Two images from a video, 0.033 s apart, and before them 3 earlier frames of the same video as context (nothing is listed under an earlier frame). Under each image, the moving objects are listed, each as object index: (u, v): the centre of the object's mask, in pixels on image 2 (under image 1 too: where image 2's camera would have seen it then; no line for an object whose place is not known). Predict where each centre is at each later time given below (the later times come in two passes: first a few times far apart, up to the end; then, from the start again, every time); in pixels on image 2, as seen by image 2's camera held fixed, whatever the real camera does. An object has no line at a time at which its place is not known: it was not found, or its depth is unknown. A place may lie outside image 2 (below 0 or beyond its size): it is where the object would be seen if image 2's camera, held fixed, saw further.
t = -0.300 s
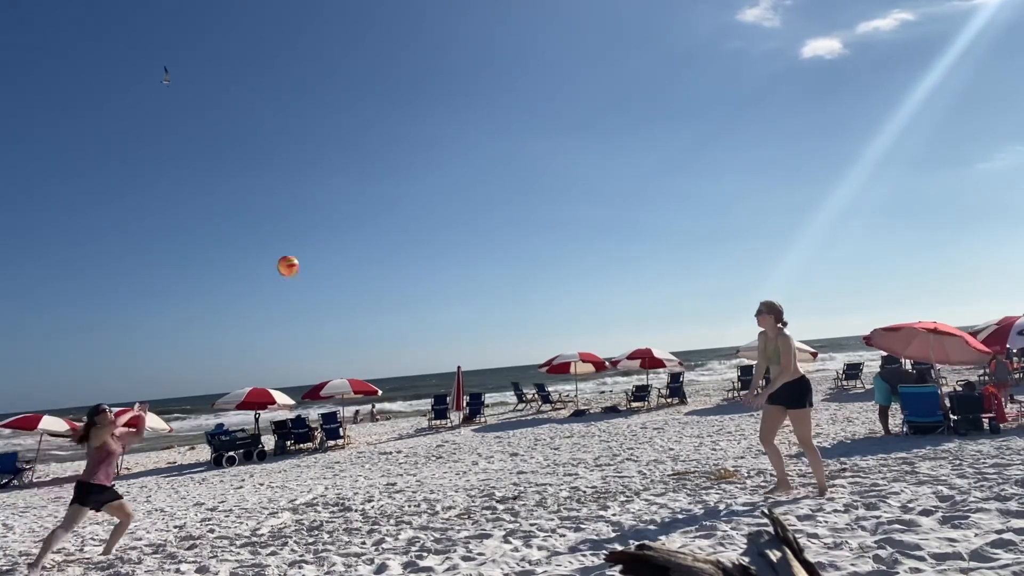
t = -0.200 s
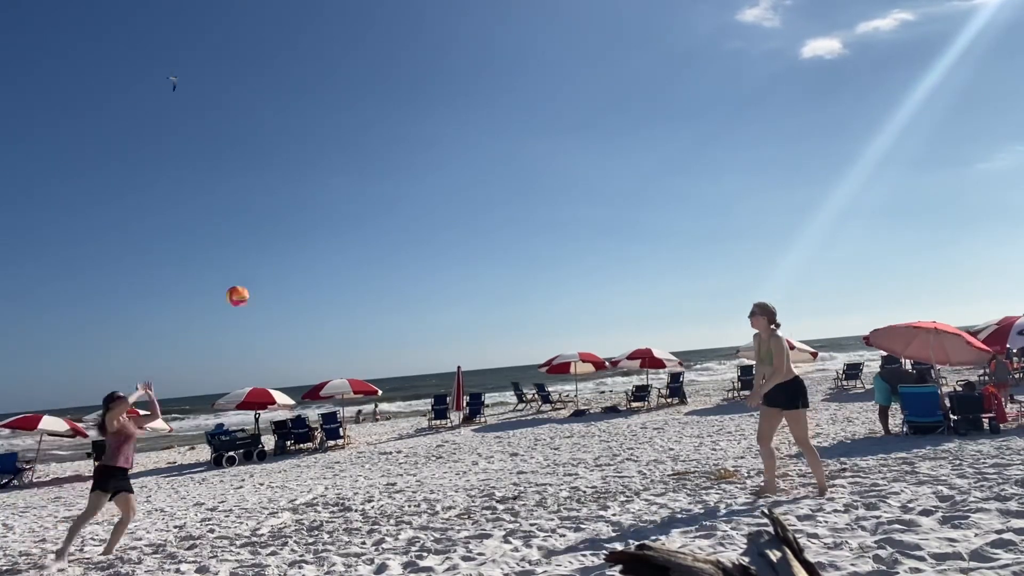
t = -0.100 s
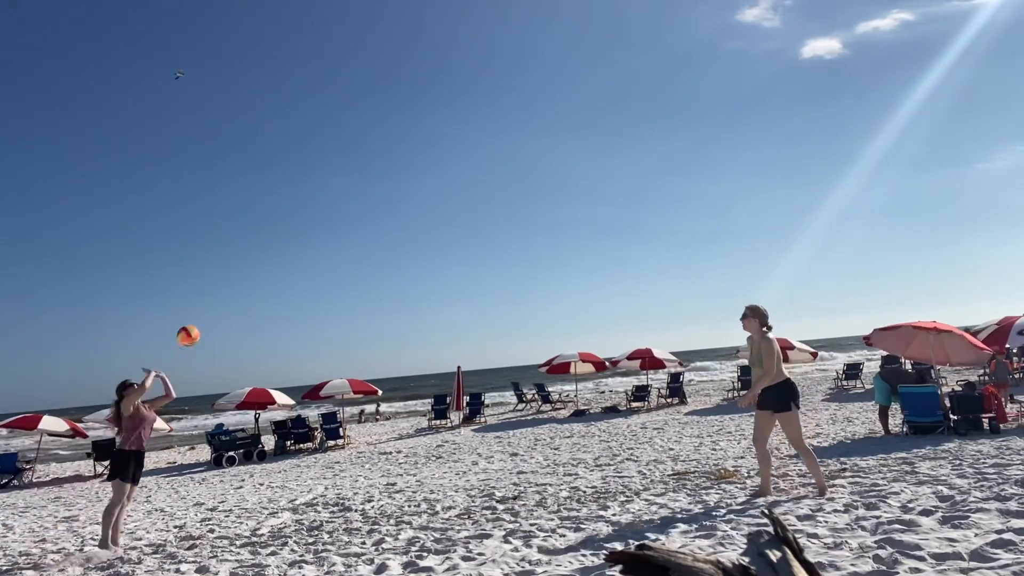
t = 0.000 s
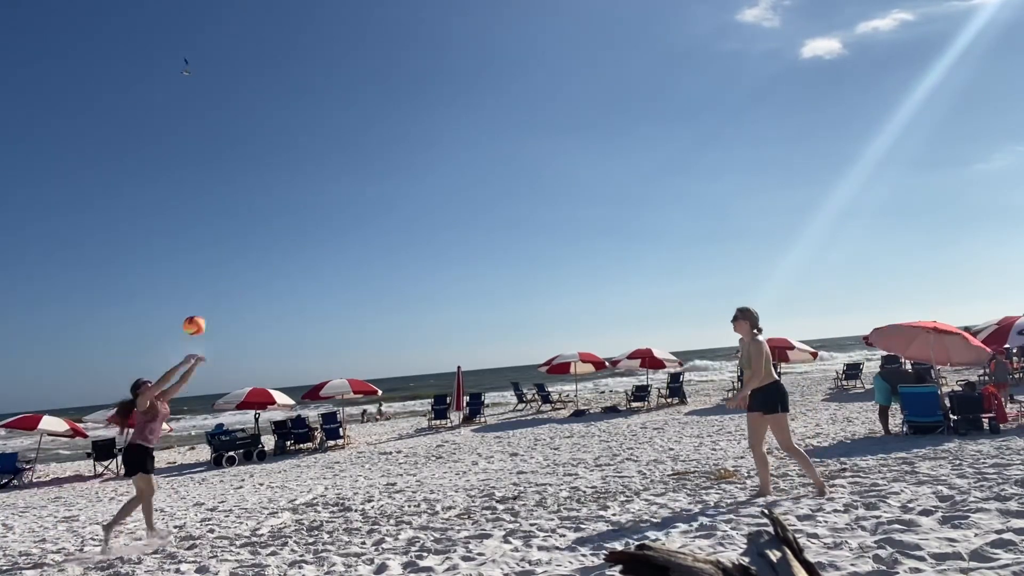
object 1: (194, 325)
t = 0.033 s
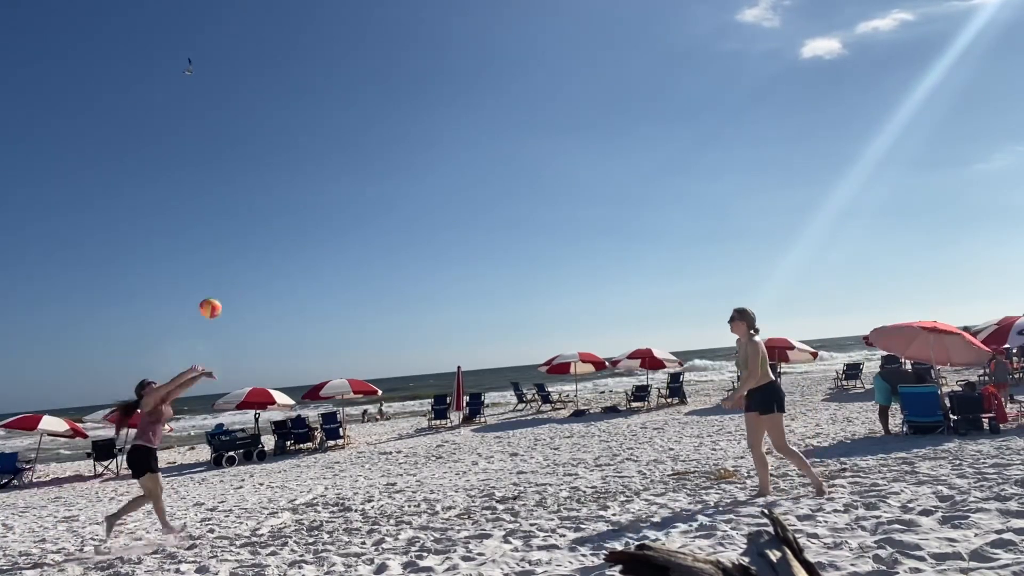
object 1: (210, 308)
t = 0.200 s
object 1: (284, 237)
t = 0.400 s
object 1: (361, 183)
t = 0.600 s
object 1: (430, 159)
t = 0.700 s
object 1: (463, 158)
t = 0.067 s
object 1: (226, 292)
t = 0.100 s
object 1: (240, 276)
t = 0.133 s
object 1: (255, 262)
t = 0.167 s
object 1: (270, 249)
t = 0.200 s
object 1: (284, 237)
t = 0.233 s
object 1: (298, 226)
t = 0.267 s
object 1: (311, 215)
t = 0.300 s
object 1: (324, 206)
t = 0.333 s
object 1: (336, 197)
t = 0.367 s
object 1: (348, 190)
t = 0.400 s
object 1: (361, 183)
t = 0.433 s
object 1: (373, 176)
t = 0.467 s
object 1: (385, 171)
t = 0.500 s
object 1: (397, 167)
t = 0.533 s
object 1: (408, 163)
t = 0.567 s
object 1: (419, 160)
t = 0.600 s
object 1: (430, 159)
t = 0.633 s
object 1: (441, 158)
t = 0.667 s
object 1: (452, 158)
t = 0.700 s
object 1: (463, 158)
